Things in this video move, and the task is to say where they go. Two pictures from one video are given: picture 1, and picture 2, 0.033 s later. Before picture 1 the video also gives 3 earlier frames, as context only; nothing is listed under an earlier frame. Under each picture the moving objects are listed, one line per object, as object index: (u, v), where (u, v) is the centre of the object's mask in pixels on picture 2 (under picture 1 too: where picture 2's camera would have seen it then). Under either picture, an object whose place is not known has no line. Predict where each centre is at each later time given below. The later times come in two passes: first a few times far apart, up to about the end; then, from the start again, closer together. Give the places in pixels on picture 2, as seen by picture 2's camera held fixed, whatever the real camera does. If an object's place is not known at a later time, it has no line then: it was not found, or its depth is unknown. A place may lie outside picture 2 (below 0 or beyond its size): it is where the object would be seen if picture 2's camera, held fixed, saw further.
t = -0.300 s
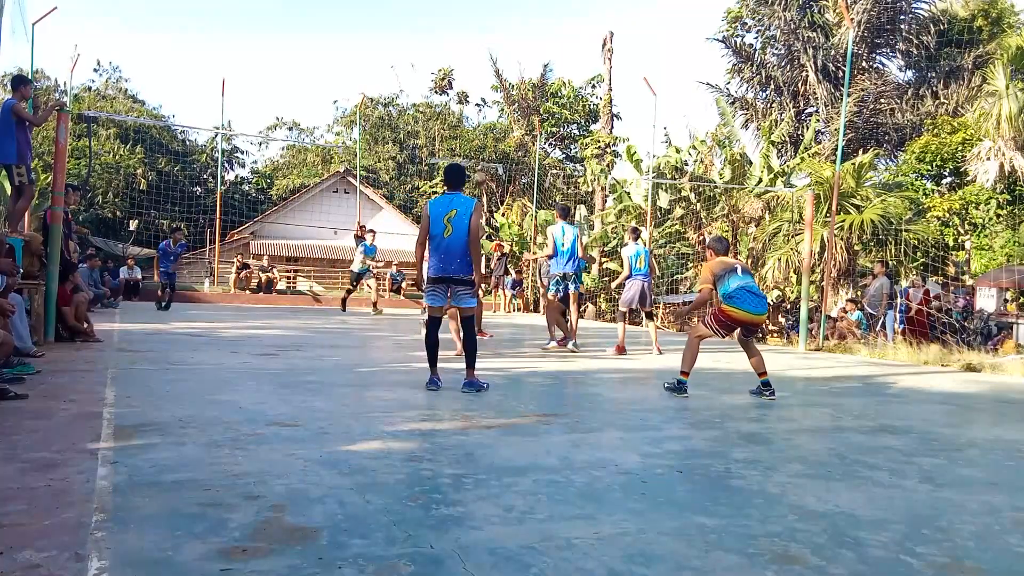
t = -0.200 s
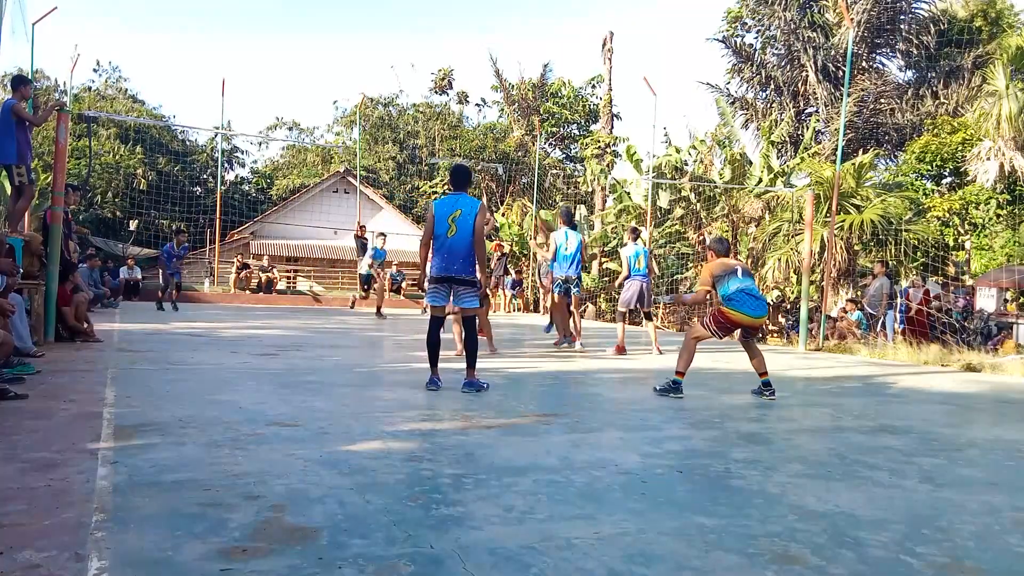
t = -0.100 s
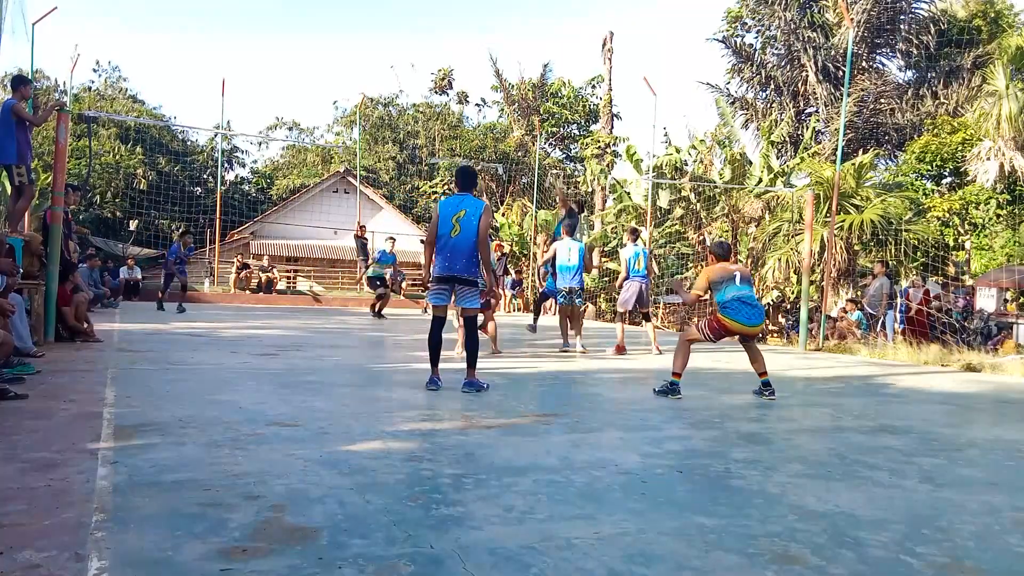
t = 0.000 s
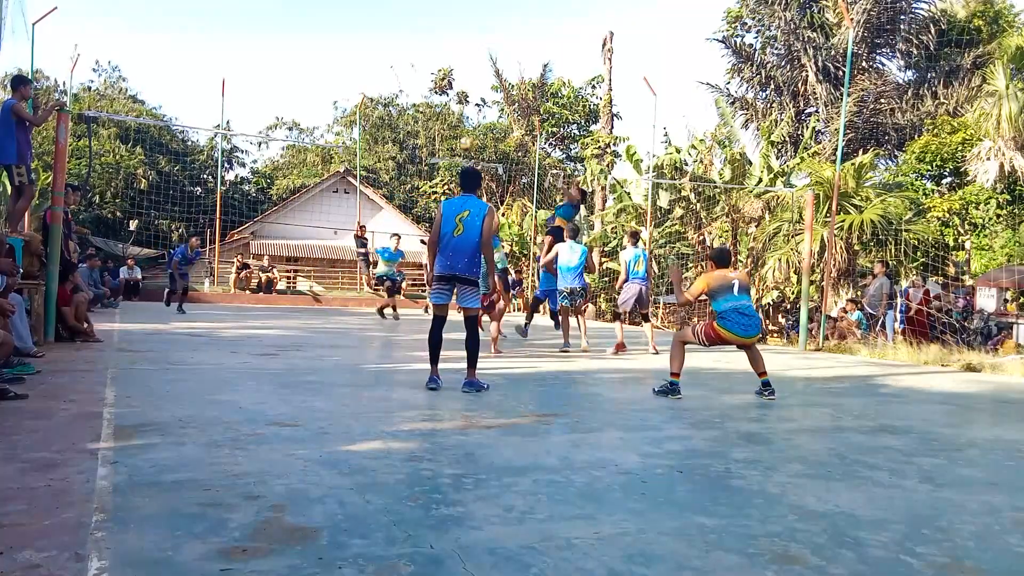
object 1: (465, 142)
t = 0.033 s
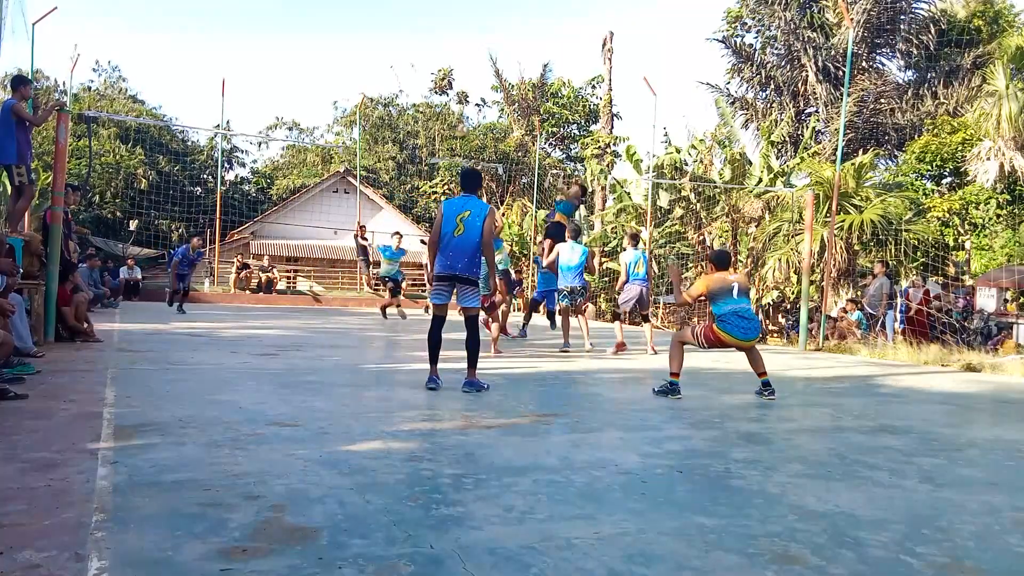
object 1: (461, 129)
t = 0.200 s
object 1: (438, 82)
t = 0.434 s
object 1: (404, 44)
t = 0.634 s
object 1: (374, 47)
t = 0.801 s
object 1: (347, 68)
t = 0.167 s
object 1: (444, 86)
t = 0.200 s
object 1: (438, 82)
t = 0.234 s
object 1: (437, 74)
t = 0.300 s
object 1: (423, 61)
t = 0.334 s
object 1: (419, 56)
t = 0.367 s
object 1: (414, 50)
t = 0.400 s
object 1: (409, 47)
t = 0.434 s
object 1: (404, 44)
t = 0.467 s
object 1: (399, 43)
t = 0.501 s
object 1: (394, 43)
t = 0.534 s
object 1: (389, 42)
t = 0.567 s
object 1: (384, 43)
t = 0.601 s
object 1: (379, 45)
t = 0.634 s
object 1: (374, 47)
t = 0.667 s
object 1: (369, 50)
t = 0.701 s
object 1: (364, 53)
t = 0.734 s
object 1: (359, 58)
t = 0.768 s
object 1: (352, 62)
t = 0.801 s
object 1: (347, 68)
